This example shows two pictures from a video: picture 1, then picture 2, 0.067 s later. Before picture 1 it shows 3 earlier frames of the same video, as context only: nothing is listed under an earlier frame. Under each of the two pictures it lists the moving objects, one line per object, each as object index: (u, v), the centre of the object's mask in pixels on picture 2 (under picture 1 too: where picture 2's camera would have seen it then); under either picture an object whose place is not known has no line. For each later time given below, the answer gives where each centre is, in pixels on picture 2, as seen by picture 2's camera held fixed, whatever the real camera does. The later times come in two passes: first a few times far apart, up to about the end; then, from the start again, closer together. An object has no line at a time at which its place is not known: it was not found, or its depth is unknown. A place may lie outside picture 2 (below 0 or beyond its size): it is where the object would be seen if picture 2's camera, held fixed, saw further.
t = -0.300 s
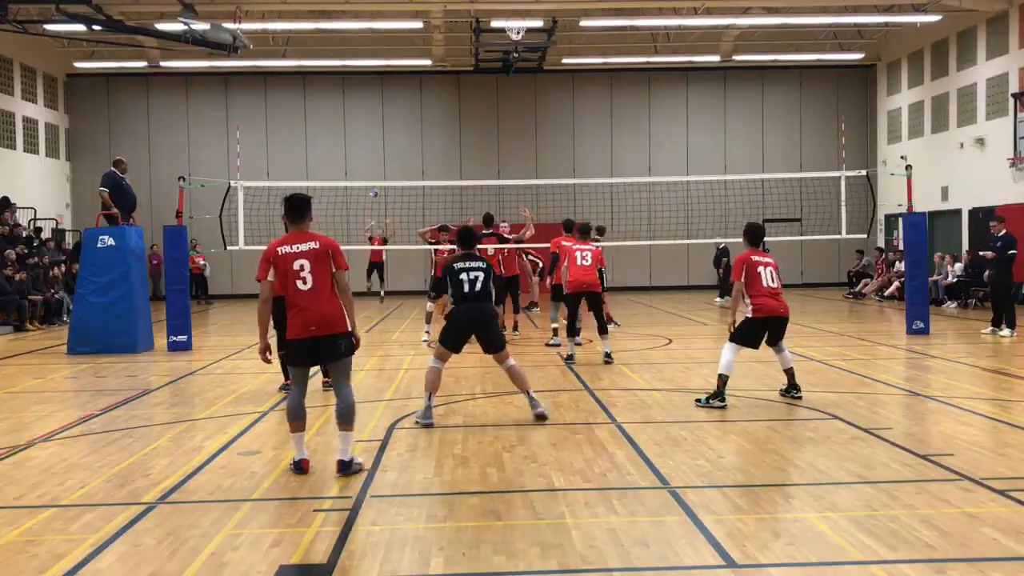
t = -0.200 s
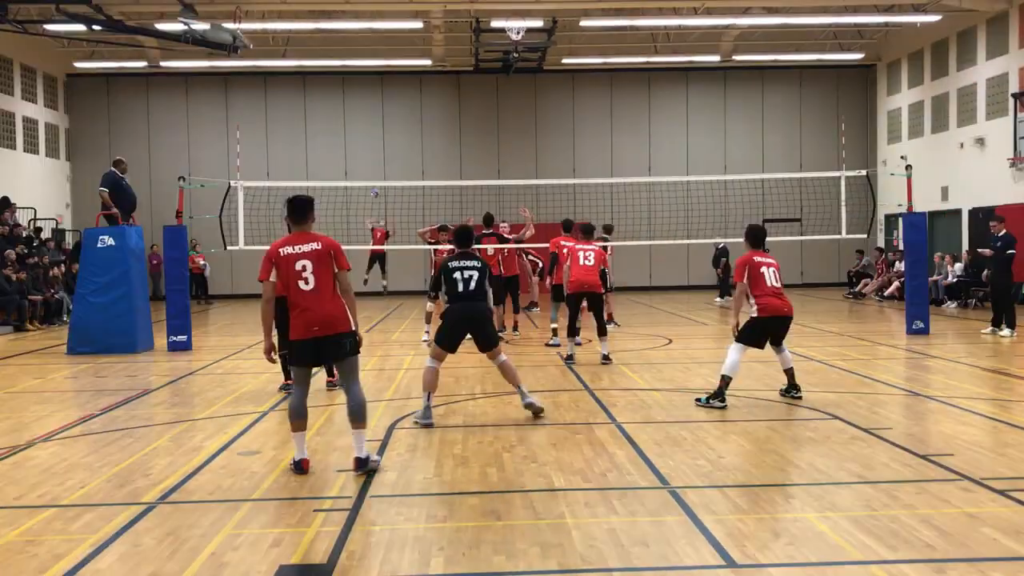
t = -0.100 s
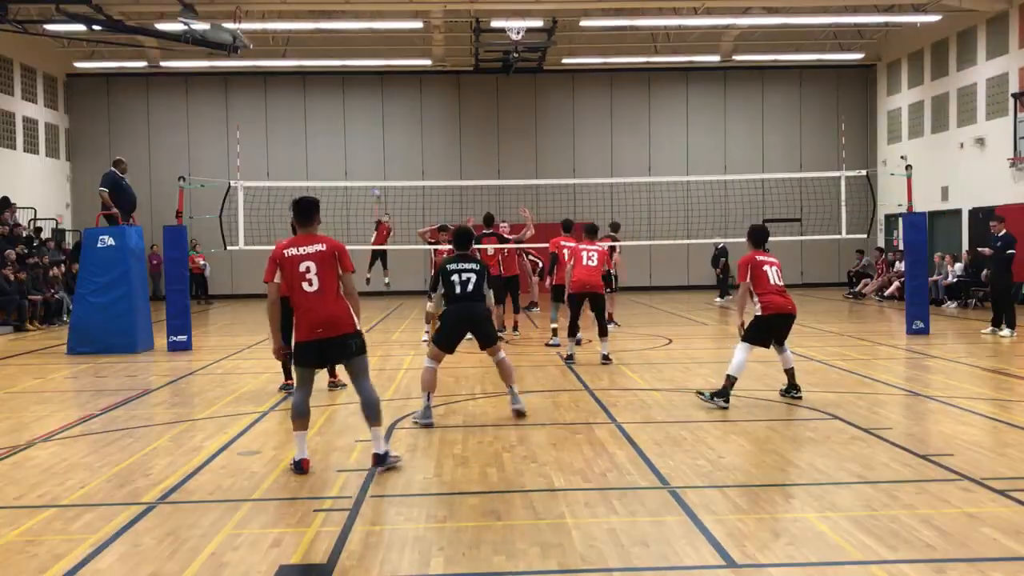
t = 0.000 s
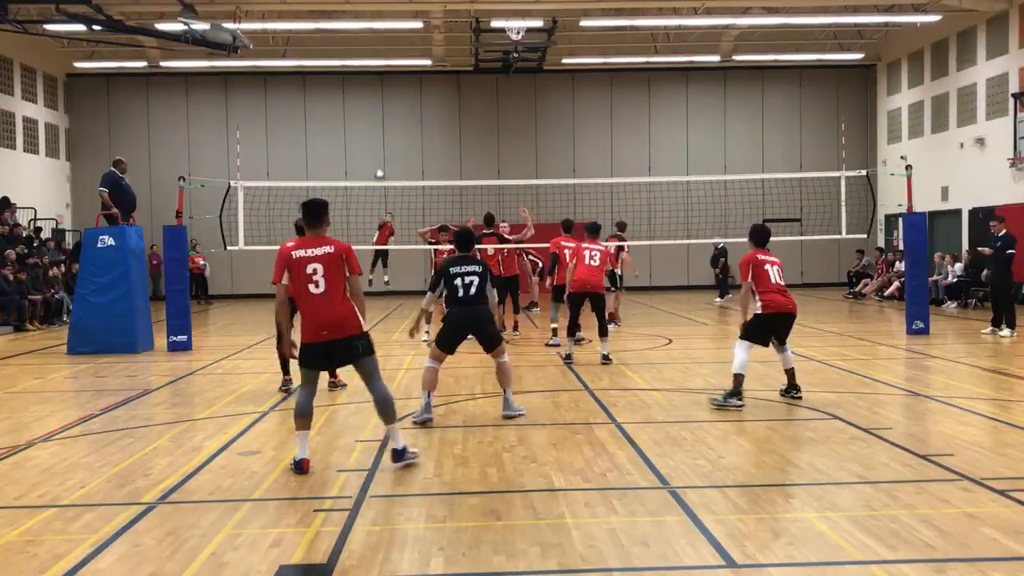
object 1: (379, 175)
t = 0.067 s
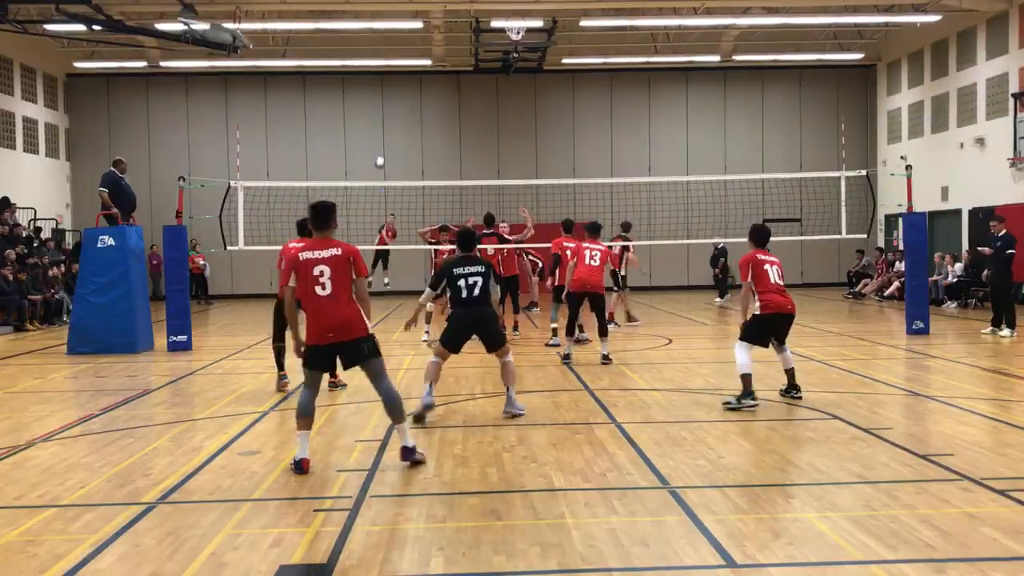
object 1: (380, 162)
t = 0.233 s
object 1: (380, 135)
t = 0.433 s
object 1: (377, 114)
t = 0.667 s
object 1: (366, 116)
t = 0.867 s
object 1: (360, 158)
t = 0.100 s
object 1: (380, 157)
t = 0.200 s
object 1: (379, 141)
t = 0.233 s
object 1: (380, 135)
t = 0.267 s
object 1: (380, 132)
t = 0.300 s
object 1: (380, 128)
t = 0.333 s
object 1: (379, 123)
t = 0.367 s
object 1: (379, 120)
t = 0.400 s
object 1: (378, 117)
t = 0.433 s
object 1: (377, 114)
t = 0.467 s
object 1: (376, 112)
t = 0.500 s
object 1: (374, 111)
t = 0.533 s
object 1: (372, 110)
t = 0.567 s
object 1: (370, 110)
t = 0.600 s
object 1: (369, 111)
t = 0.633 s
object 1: (367, 113)
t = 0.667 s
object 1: (366, 116)
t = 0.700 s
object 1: (365, 120)
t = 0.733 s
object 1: (364, 125)
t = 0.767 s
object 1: (364, 131)
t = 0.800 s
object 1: (363, 137)
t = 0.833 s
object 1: (362, 148)
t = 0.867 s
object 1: (360, 158)
